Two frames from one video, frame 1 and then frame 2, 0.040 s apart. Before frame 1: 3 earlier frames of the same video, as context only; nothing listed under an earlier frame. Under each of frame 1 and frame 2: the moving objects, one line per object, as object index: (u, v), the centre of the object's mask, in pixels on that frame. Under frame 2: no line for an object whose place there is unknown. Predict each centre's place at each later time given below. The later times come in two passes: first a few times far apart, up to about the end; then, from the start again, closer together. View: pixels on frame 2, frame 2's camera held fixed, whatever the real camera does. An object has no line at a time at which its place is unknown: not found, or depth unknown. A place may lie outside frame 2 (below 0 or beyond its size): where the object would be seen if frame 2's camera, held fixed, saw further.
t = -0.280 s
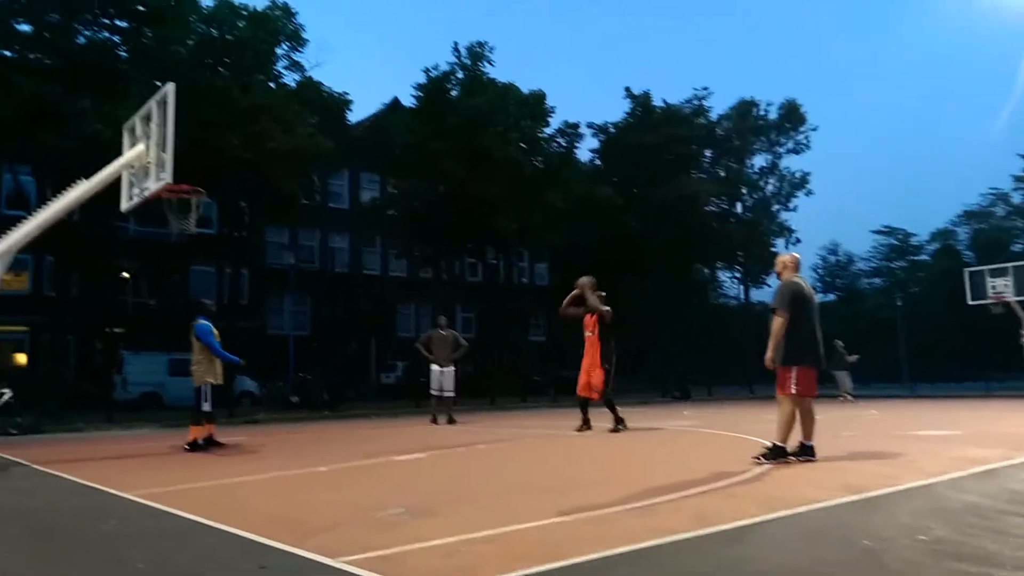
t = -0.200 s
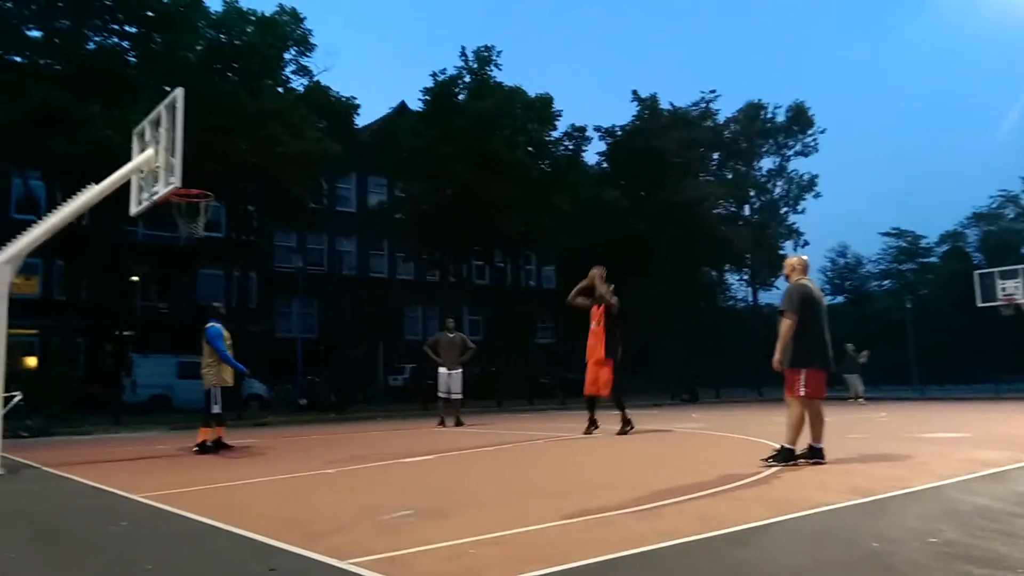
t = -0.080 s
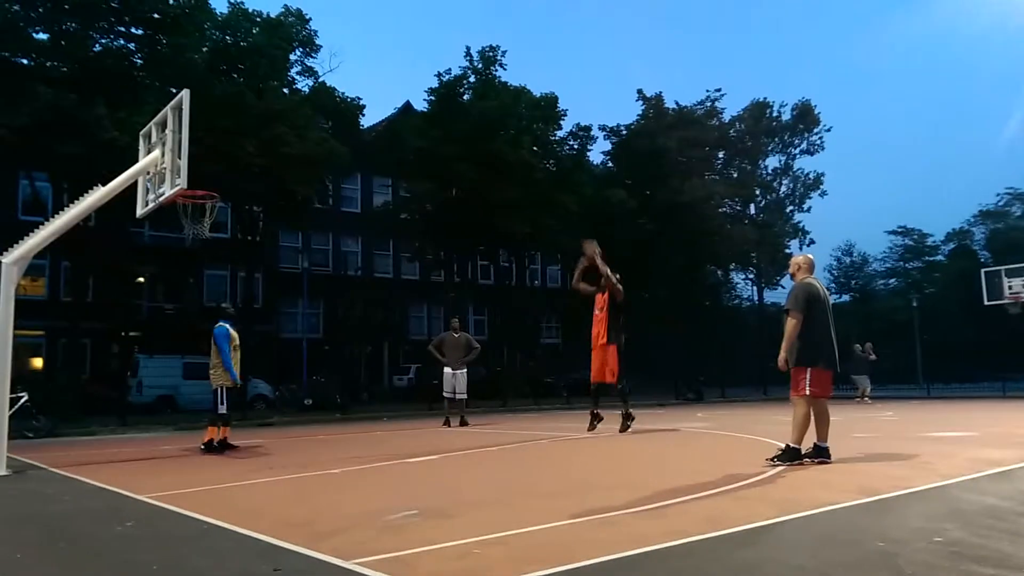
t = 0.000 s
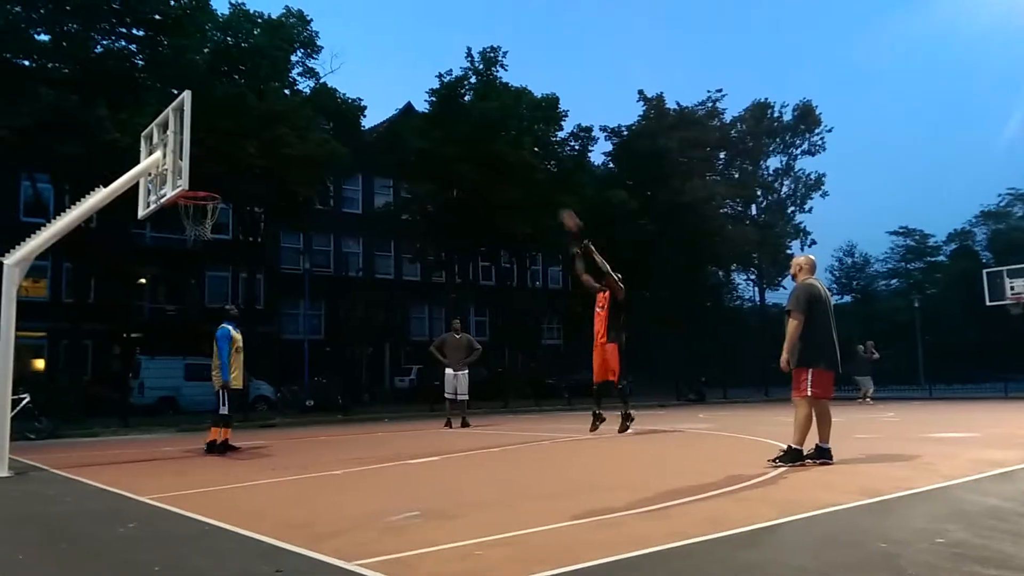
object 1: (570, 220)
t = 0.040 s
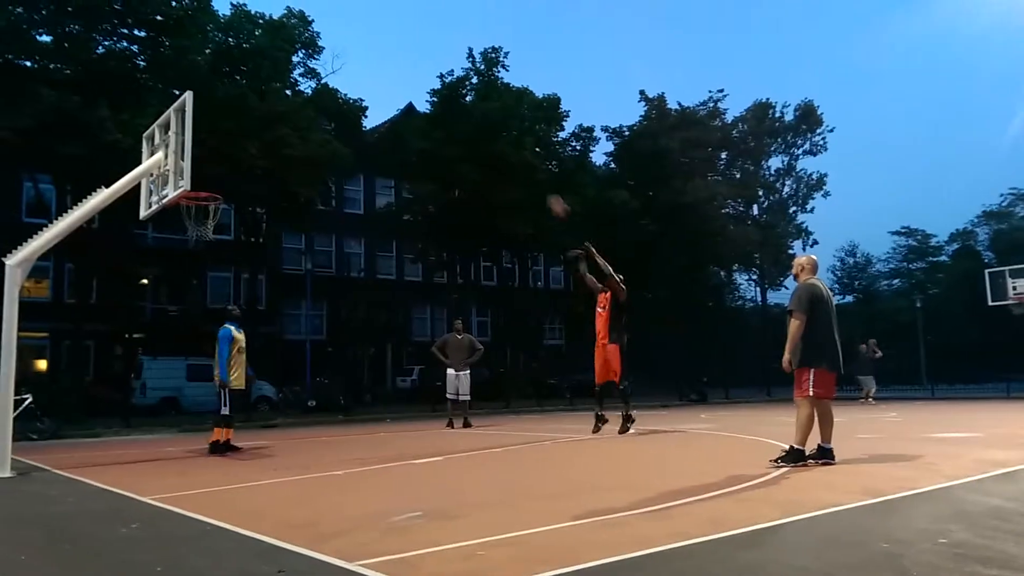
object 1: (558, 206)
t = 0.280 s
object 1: (475, 139)
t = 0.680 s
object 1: (334, 115)
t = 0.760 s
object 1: (303, 124)
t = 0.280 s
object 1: (475, 139)
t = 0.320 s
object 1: (461, 131)
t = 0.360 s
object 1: (448, 125)
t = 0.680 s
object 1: (334, 115)
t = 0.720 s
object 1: (318, 119)
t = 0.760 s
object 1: (303, 124)
